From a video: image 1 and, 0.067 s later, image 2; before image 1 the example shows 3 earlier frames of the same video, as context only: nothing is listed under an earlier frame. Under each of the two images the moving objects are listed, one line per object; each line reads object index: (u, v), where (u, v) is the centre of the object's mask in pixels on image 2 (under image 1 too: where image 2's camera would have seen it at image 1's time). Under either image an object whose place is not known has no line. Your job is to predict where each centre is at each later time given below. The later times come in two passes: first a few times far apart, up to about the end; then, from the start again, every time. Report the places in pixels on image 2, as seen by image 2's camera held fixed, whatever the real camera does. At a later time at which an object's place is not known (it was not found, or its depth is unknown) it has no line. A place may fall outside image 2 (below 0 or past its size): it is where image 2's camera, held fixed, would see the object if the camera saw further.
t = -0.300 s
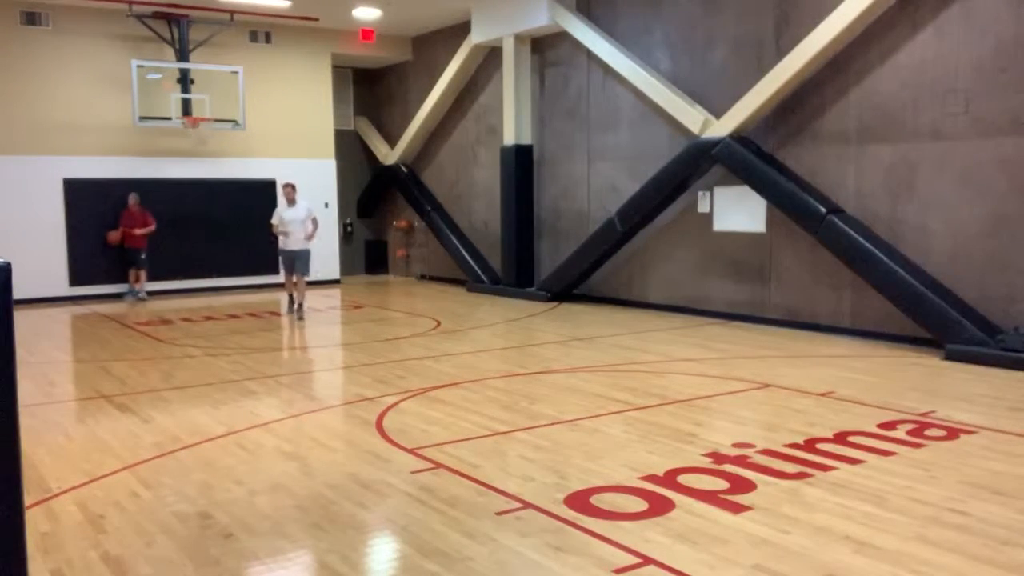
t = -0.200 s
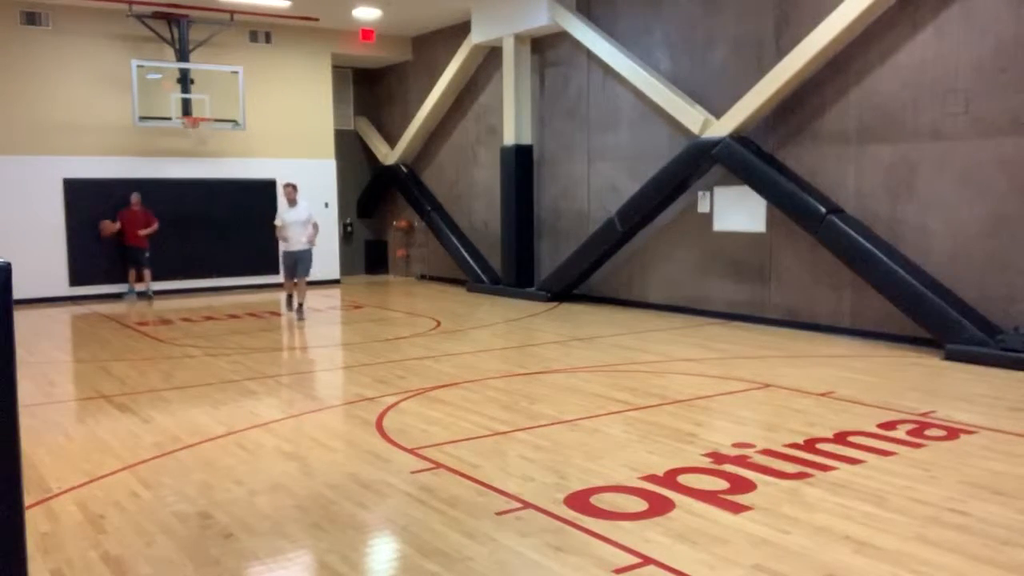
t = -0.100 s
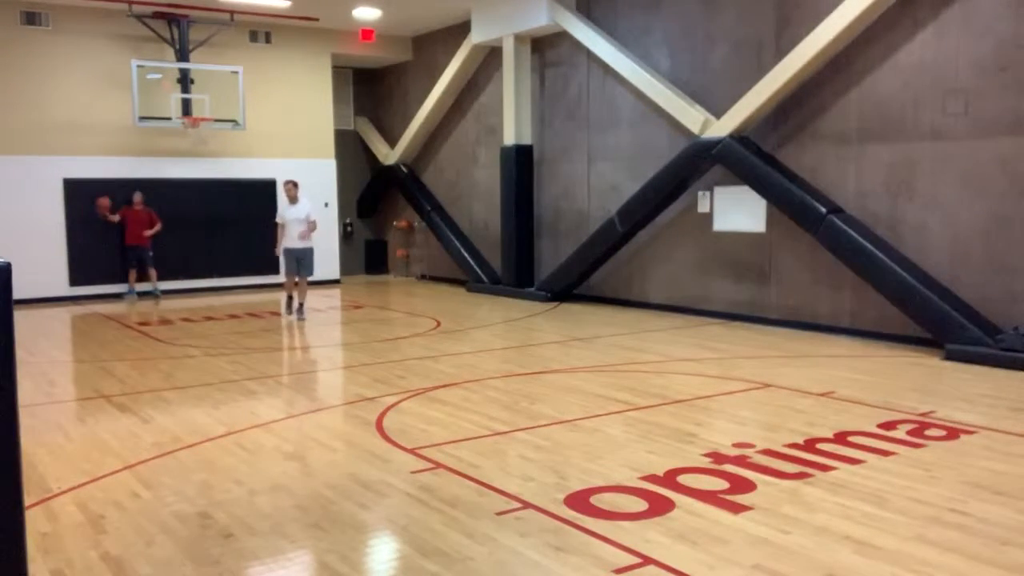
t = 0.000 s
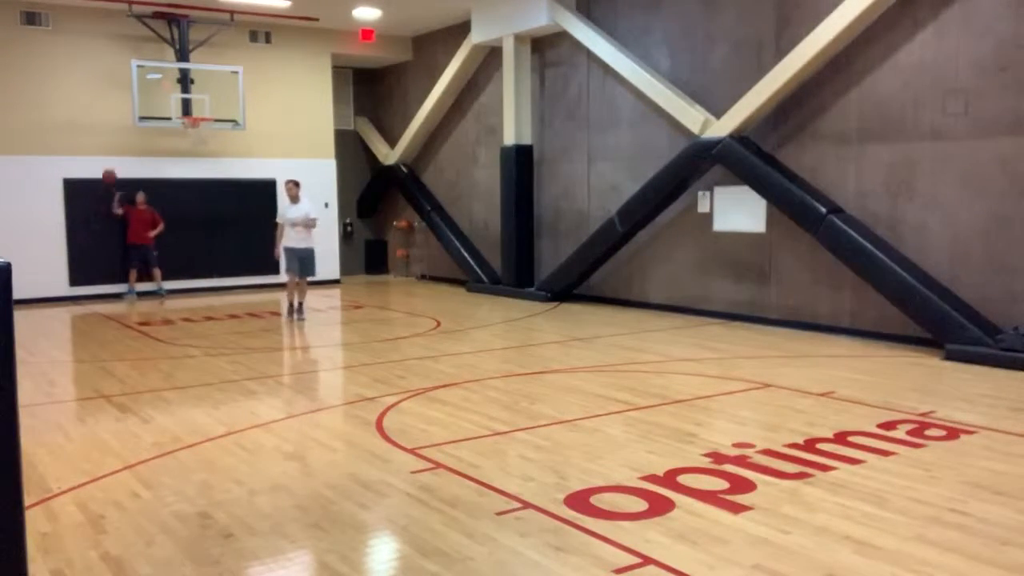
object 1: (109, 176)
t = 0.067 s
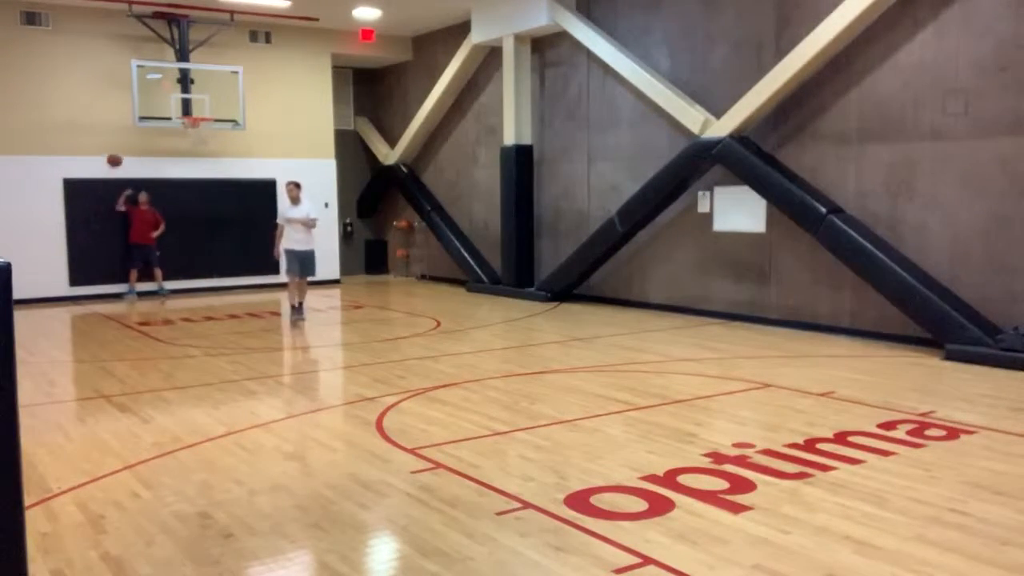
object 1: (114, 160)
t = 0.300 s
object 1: (125, 134)
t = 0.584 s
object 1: (104, 188)
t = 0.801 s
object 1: (91, 256)
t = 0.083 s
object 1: (115, 156)
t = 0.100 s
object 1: (116, 153)
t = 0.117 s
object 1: (117, 150)
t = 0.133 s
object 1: (118, 147)
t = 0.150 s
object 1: (120, 144)
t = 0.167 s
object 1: (121, 141)
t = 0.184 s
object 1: (123, 139)
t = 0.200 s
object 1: (124, 136)
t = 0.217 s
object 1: (125, 134)
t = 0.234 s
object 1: (126, 132)
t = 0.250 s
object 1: (127, 131)
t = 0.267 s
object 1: (127, 131)
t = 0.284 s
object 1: (126, 133)
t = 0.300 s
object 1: (125, 134)
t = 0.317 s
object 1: (123, 136)
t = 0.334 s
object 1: (122, 138)
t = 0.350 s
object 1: (121, 140)
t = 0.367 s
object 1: (119, 142)
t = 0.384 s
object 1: (118, 145)
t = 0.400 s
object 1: (117, 148)
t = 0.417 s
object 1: (115, 150)
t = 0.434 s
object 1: (115, 153)
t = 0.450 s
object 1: (113, 156)
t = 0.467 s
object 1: (112, 160)
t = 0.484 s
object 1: (111, 163)
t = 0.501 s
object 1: (110, 166)
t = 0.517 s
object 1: (109, 170)
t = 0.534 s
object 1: (107, 173)
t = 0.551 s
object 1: (107, 178)
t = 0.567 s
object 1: (106, 185)
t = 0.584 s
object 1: (104, 188)
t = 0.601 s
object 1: (103, 189)
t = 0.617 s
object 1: (103, 193)
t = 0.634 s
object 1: (100, 205)
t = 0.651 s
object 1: (99, 205)
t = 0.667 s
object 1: (98, 211)
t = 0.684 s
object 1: (97, 216)
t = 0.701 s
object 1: (96, 221)
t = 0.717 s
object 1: (95, 227)
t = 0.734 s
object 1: (95, 233)
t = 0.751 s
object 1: (94, 238)
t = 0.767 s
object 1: (92, 244)
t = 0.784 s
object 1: (92, 250)
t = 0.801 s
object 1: (91, 256)
